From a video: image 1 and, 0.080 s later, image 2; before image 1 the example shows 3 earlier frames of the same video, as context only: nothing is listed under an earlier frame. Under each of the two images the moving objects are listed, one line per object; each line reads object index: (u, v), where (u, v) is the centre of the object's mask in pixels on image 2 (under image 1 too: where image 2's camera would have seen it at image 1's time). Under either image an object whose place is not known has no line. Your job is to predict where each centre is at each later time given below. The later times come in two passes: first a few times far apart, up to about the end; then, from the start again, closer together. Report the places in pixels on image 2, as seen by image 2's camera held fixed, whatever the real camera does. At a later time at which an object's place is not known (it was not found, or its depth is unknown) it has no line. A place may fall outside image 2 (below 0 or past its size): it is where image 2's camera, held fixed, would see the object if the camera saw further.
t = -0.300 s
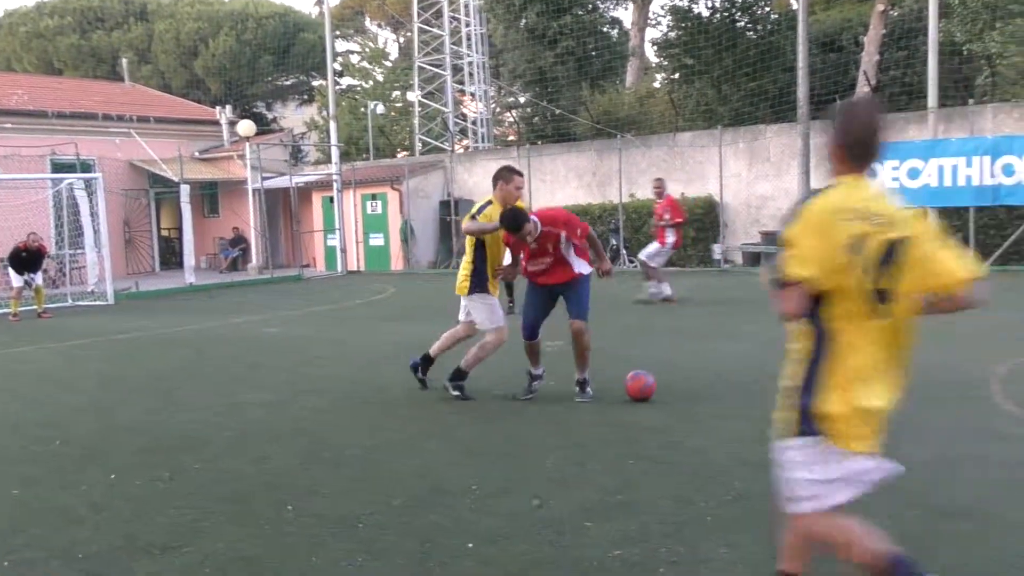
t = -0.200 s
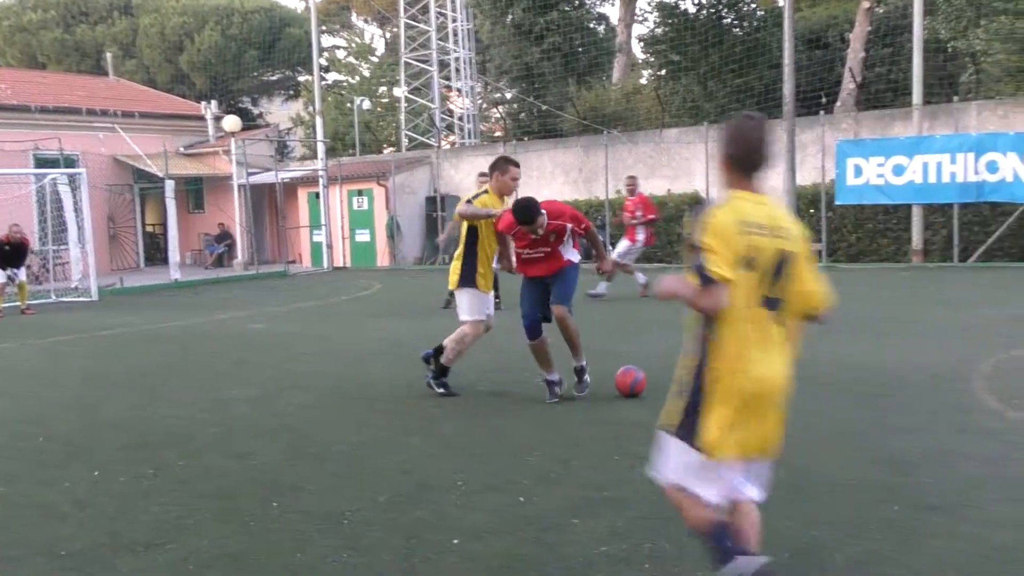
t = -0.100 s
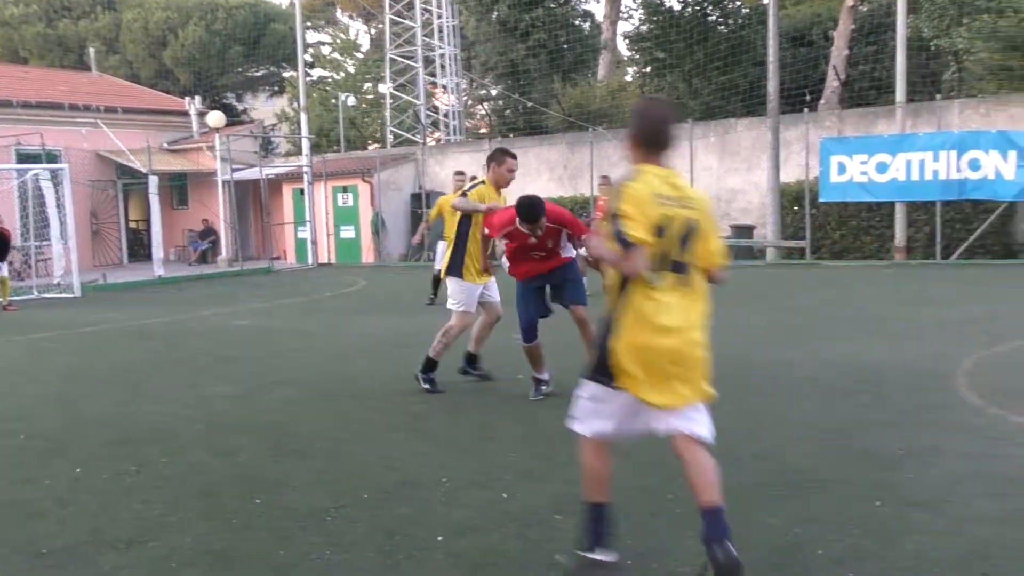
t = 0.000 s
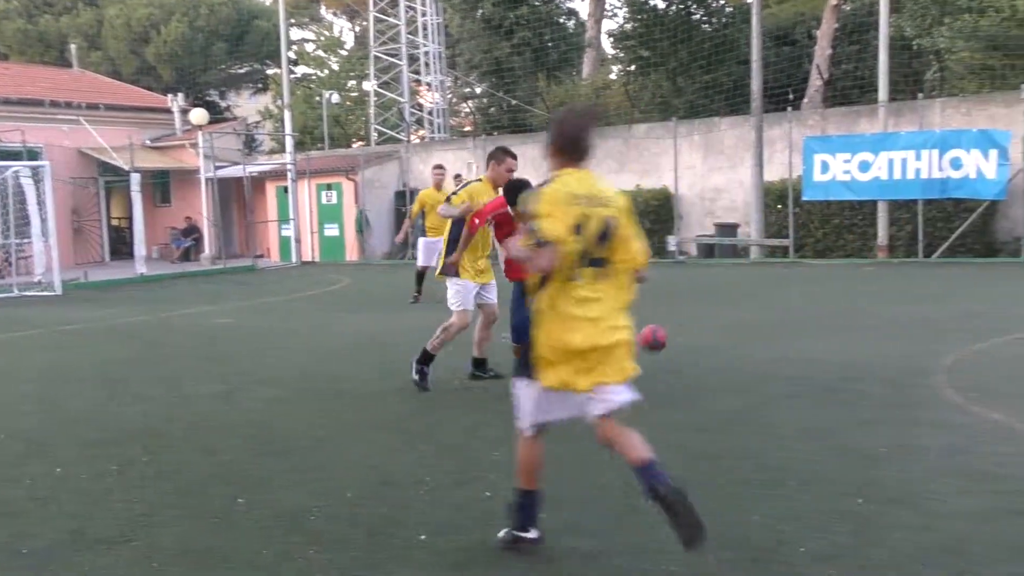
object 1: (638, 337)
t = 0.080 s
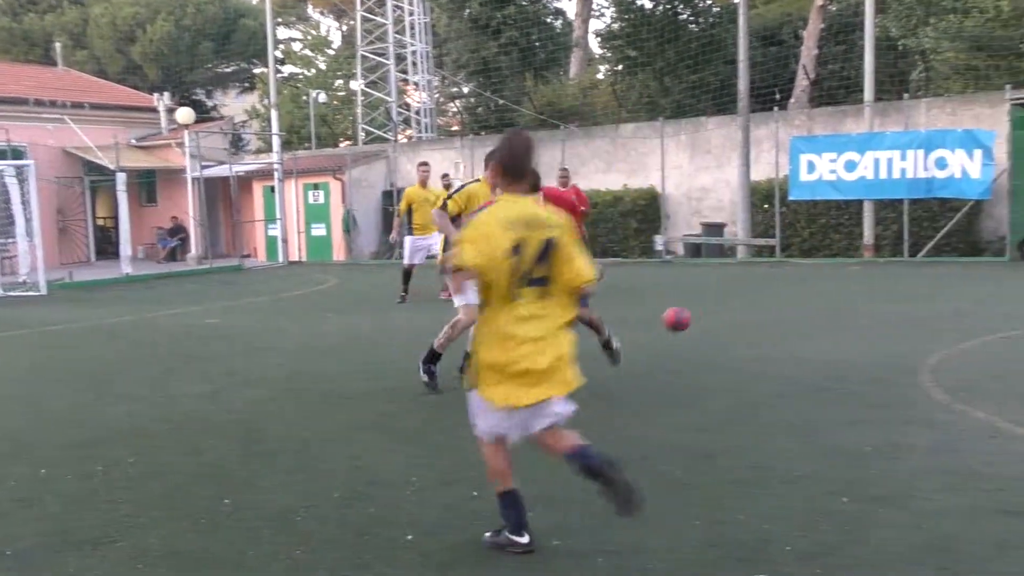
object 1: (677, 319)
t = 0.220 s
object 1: (730, 309)
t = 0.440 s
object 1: (788, 296)
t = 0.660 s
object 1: (826, 290)
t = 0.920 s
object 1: (861, 282)
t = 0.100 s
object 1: (685, 316)
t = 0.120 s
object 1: (694, 313)
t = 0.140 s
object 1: (701, 311)
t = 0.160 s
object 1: (709, 310)
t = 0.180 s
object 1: (716, 309)
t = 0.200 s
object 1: (724, 309)
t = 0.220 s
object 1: (730, 309)
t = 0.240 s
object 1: (737, 310)
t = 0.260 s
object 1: (744, 311)
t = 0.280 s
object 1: (750, 312)
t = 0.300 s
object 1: (756, 314)
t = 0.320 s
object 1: (761, 311)
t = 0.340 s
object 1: (765, 308)
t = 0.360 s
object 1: (770, 304)
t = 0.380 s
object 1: (774, 302)
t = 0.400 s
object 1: (779, 299)
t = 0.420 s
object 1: (784, 298)
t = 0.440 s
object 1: (788, 296)
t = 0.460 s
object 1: (792, 295)
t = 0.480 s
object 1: (796, 295)
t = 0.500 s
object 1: (799, 295)
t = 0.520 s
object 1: (803, 296)
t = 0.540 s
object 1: (807, 296)
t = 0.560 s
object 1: (811, 295)
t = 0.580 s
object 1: (813, 293)
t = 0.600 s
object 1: (817, 292)
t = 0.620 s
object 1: (820, 291)
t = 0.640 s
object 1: (823, 290)
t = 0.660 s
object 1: (826, 290)
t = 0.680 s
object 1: (829, 289)
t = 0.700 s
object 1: (831, 289)
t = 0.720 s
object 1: (834, 288)
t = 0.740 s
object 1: (837, 287)
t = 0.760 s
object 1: (839, 286)
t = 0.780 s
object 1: (842, 286)
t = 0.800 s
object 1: (844, 286)
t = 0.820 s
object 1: (847, 285)
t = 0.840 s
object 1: (850, 284)
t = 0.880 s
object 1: (856, 283)
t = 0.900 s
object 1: (858, 282)
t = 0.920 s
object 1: (861, 282)
